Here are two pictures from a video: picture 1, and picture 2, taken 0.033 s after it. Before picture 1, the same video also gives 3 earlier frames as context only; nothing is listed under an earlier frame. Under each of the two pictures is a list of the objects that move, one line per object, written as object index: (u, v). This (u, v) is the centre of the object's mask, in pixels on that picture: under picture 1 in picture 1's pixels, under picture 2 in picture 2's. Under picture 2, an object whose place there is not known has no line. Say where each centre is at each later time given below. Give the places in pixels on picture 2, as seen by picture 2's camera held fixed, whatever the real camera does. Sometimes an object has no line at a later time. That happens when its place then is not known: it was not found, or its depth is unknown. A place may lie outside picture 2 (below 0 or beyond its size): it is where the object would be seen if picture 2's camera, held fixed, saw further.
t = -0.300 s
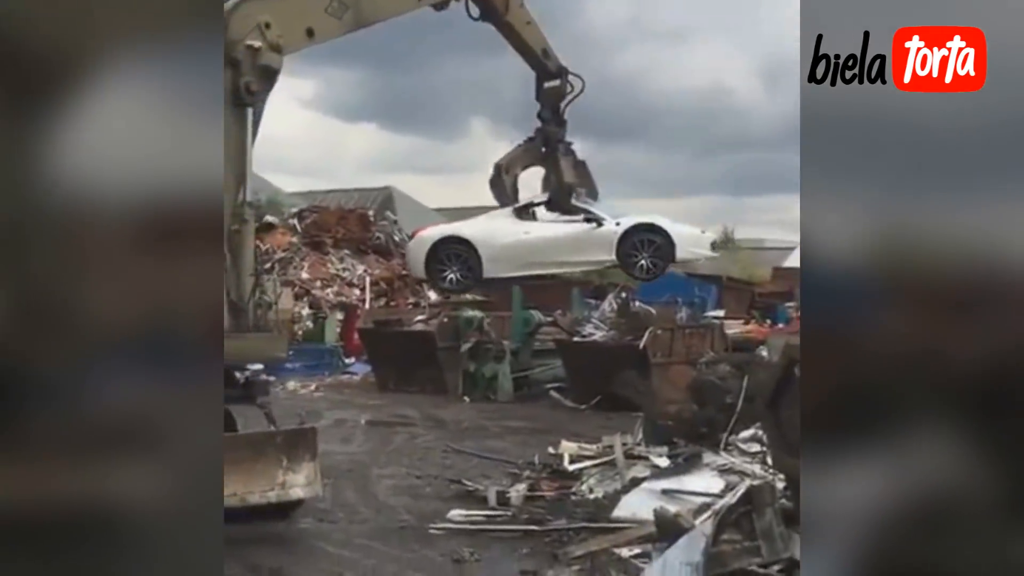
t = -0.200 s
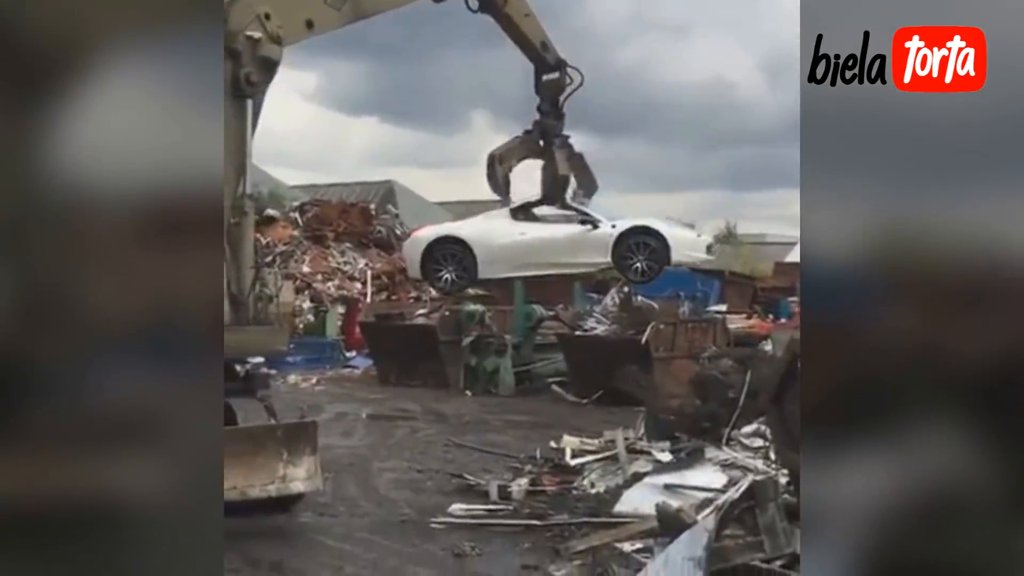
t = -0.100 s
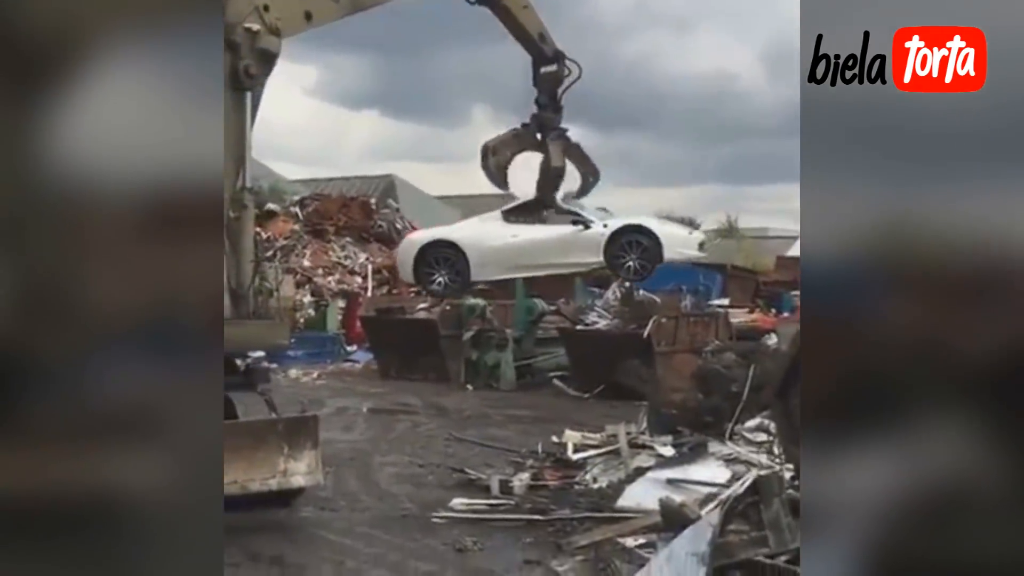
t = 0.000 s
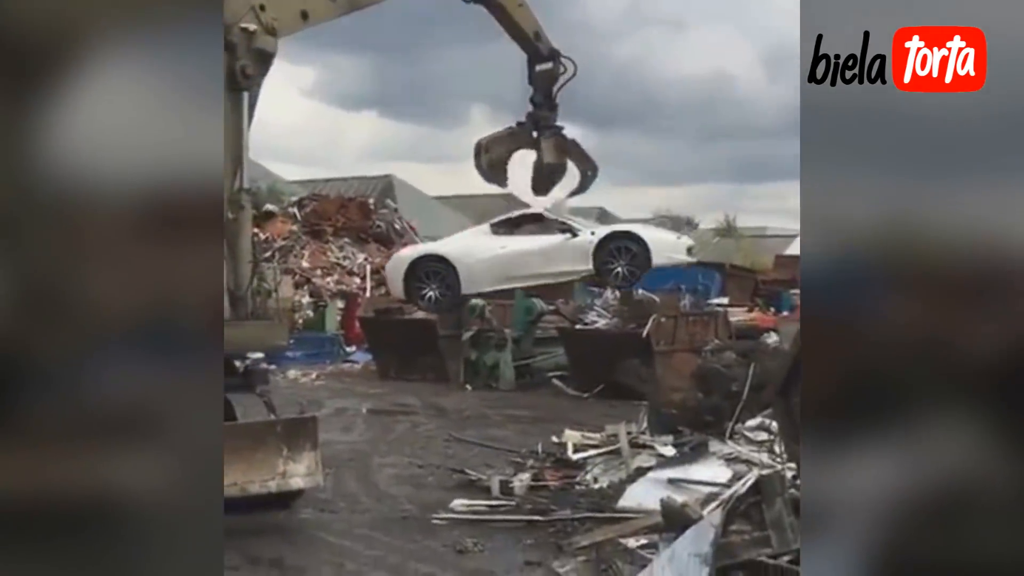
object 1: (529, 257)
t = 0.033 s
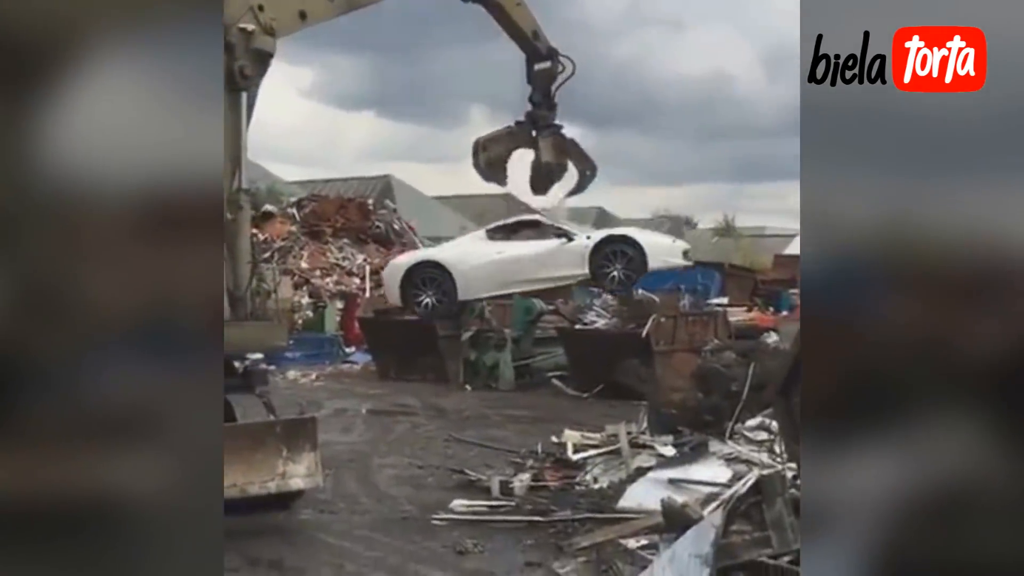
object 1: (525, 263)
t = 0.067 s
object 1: (522, 269)
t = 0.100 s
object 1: (518, 276)
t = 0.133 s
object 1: (515, 284)
